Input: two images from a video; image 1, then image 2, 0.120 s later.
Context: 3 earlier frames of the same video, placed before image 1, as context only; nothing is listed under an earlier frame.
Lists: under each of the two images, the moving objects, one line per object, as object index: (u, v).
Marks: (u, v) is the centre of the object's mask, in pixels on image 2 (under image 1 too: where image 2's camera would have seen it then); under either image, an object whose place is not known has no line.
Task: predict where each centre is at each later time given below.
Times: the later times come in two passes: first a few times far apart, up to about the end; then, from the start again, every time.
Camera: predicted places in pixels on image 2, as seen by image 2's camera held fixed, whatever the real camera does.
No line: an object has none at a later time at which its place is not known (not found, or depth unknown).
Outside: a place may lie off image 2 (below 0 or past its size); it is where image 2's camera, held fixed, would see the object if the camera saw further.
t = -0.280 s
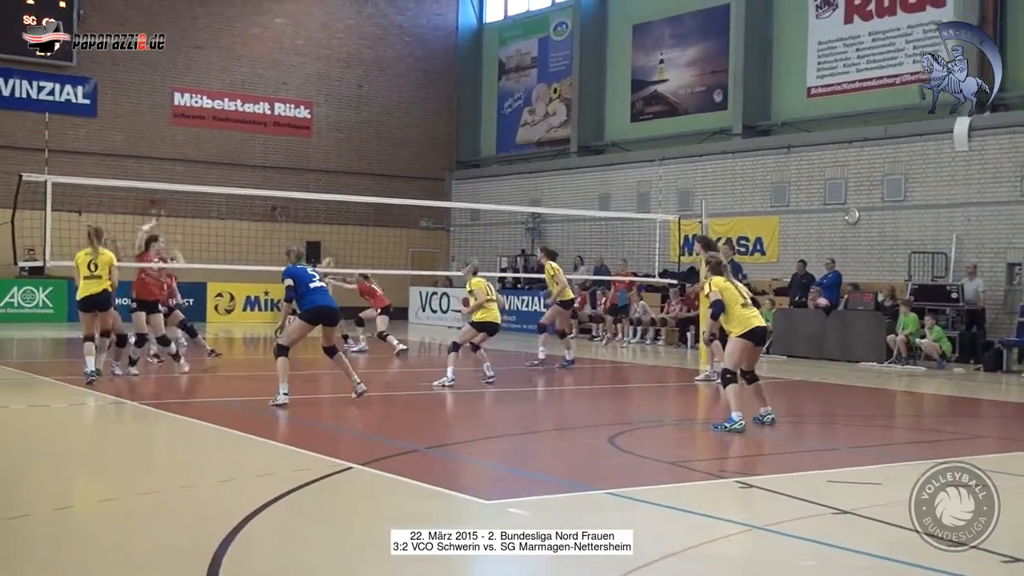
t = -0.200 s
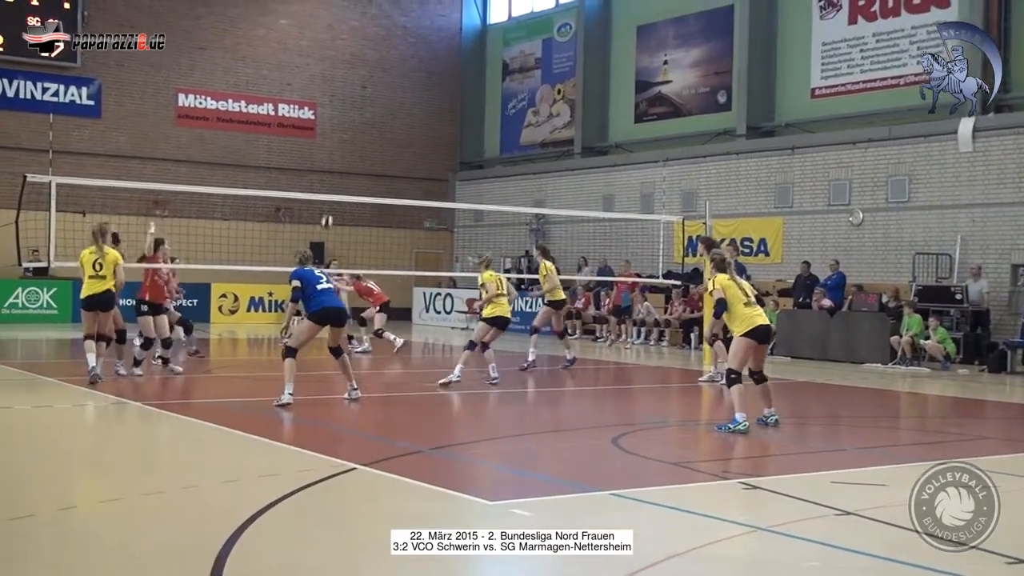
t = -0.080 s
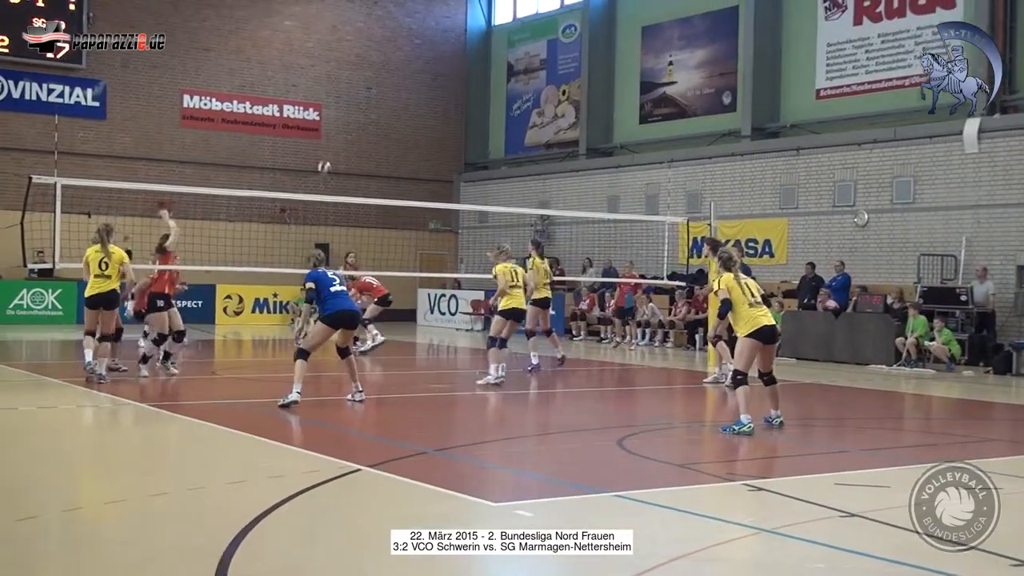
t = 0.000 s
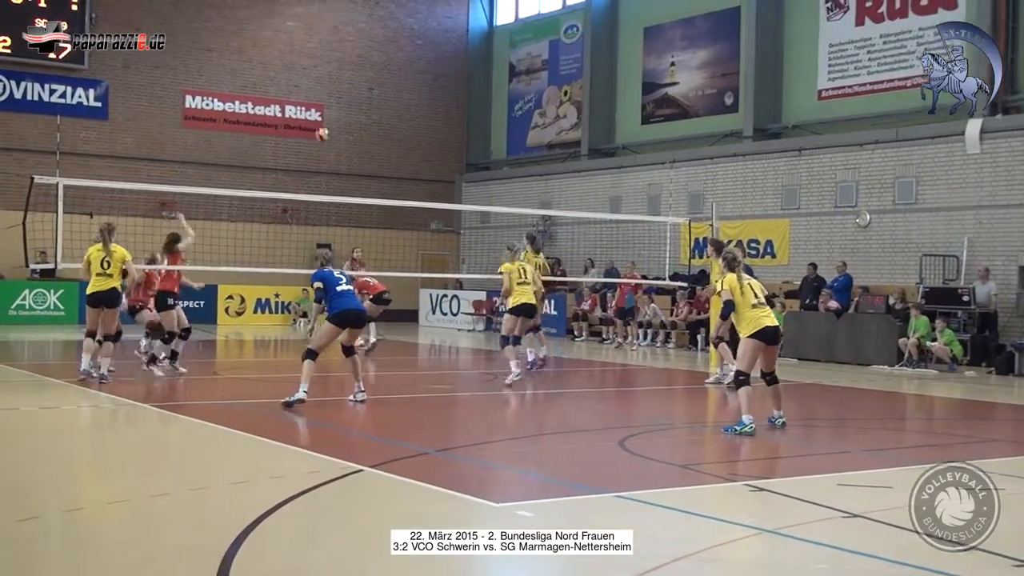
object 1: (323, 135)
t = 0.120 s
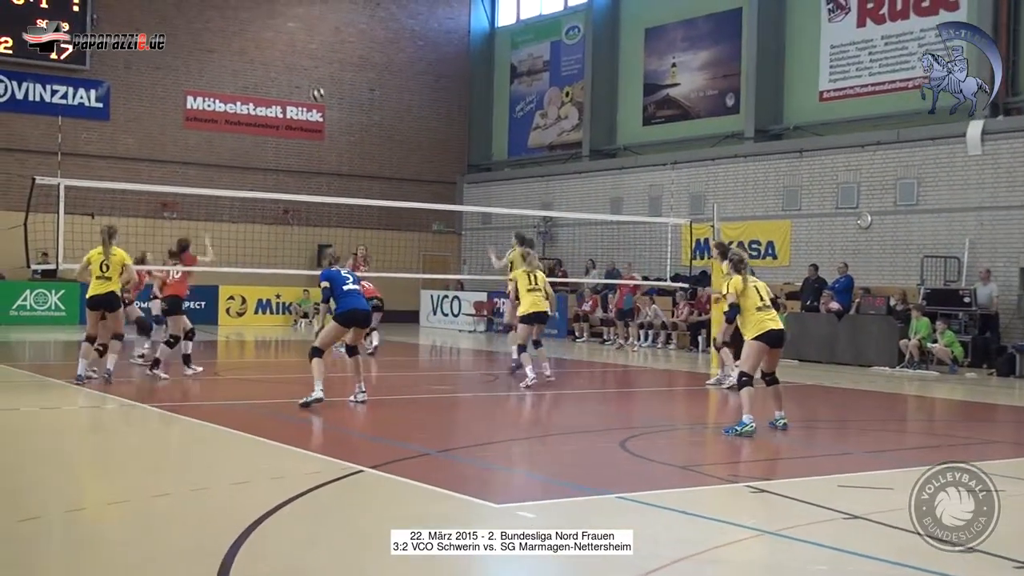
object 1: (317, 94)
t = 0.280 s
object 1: (308, 51)
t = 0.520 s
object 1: (296, 17)
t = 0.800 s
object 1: (280, 21)
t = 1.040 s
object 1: (264, 62)
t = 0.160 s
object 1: (315, 81)
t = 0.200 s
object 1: (313, 69)
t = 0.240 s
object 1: (311, 60)
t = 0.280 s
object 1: (308, 51)
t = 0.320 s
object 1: (307, 43)
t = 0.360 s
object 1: (305, 35)
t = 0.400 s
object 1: (302, 29)
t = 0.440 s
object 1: (300, 24)
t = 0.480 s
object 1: (297, 20)
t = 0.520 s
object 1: (296, 17)
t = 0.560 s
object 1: (294, 15)
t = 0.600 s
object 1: (291, 14)
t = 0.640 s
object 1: (289, 12)
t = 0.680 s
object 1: (287, 13)
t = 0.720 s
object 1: (285, 14)
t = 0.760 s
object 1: (282, 17)
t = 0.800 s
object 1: (280, 21)
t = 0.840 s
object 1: (277, 25)
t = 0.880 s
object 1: (275, 30)
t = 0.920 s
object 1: (273, 37)
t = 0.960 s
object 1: (270, 44)
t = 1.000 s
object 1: (268, 53)
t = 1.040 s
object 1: (264, 62)
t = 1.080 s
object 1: (262, 73)
